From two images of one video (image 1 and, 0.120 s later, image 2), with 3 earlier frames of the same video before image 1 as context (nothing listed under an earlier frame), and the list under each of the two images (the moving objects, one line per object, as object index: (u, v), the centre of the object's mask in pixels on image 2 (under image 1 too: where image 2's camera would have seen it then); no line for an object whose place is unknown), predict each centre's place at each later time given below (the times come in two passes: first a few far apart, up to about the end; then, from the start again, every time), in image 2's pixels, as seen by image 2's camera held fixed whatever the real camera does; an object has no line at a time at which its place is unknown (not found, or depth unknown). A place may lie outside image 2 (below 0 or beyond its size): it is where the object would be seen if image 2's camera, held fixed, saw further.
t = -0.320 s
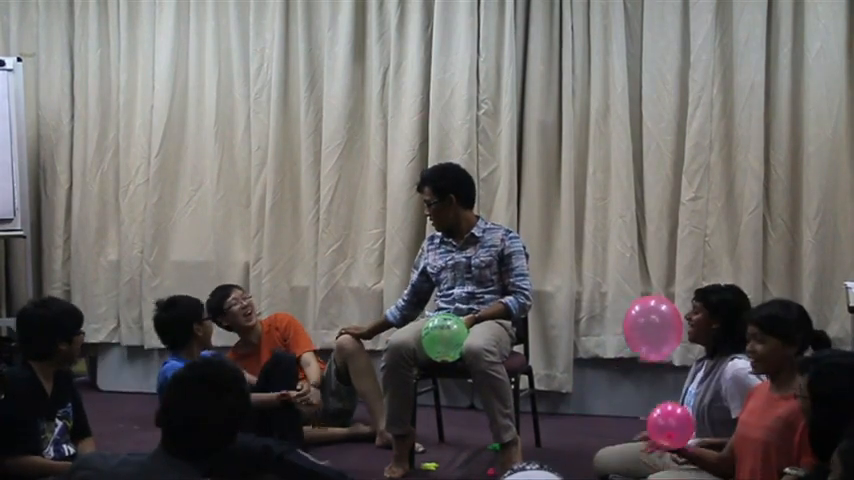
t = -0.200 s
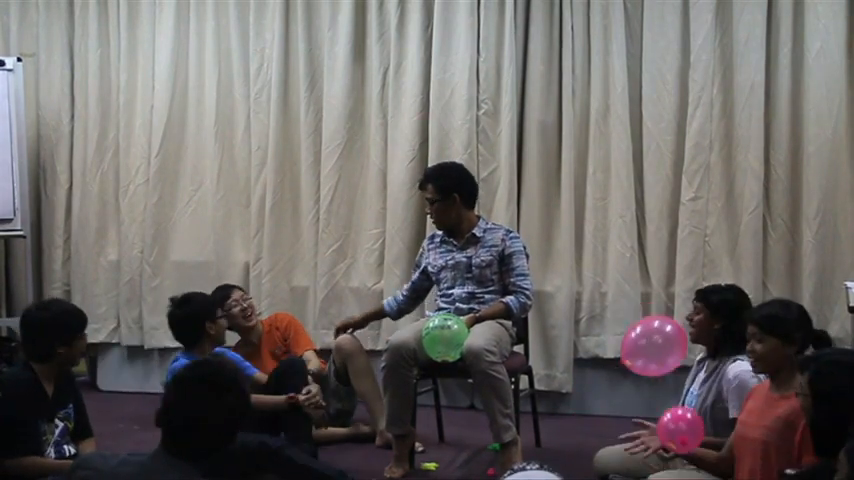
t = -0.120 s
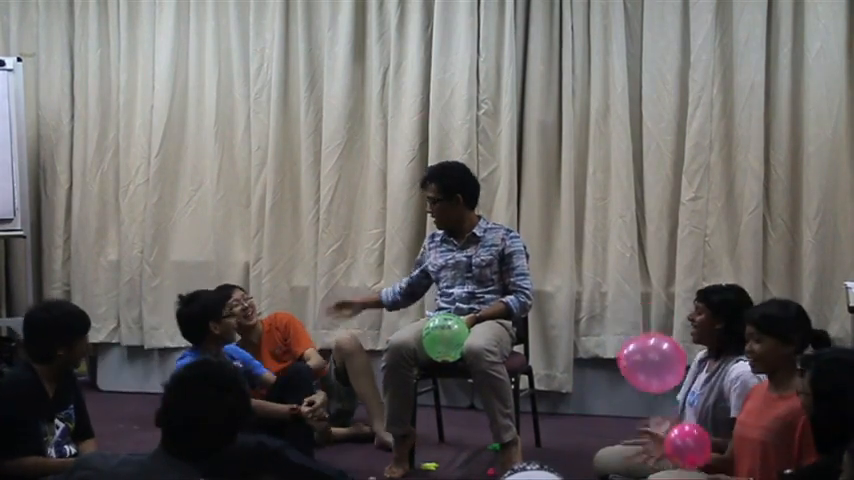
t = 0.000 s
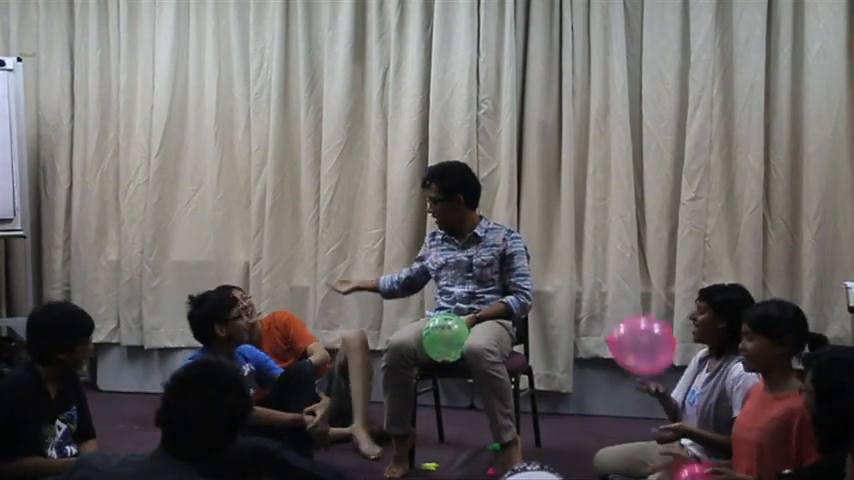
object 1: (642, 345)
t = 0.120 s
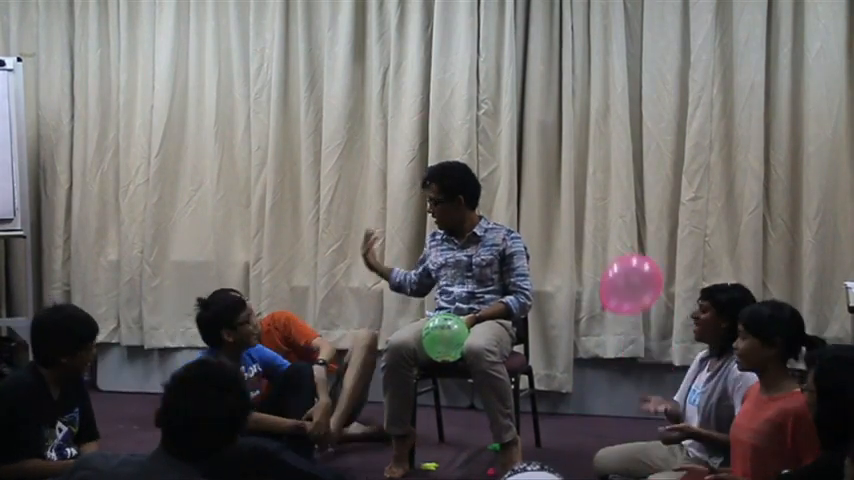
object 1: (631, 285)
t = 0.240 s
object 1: (622, 240)
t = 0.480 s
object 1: (611, 194)
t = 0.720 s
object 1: (608, 192)
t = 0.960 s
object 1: (607, 223)
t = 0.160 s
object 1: (628, 268)
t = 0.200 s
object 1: (625, 253)
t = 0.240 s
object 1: (622, 240)
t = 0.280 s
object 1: (620, 228)
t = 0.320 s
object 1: (617, 219)
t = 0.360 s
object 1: (615, 210)
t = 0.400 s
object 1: (614, 203)
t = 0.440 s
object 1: (613, 198)
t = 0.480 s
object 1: (611, 194)
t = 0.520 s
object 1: (610, 191)
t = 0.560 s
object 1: (610, 189)
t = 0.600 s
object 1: (609, 188)
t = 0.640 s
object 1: (609, 189)
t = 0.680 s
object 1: (608, 190)
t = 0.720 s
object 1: (608, 192)
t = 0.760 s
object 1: (608, 195)
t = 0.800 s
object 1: (608, 199)
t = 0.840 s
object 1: (608, 203)
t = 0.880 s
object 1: (607, 209)
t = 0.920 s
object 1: (608, 215)
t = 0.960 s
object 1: (607, 223)
